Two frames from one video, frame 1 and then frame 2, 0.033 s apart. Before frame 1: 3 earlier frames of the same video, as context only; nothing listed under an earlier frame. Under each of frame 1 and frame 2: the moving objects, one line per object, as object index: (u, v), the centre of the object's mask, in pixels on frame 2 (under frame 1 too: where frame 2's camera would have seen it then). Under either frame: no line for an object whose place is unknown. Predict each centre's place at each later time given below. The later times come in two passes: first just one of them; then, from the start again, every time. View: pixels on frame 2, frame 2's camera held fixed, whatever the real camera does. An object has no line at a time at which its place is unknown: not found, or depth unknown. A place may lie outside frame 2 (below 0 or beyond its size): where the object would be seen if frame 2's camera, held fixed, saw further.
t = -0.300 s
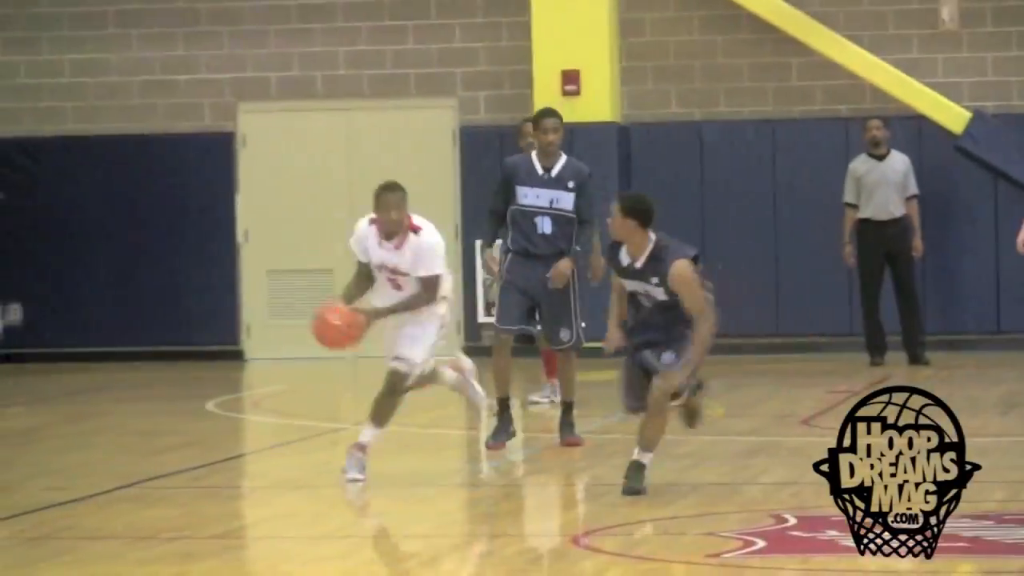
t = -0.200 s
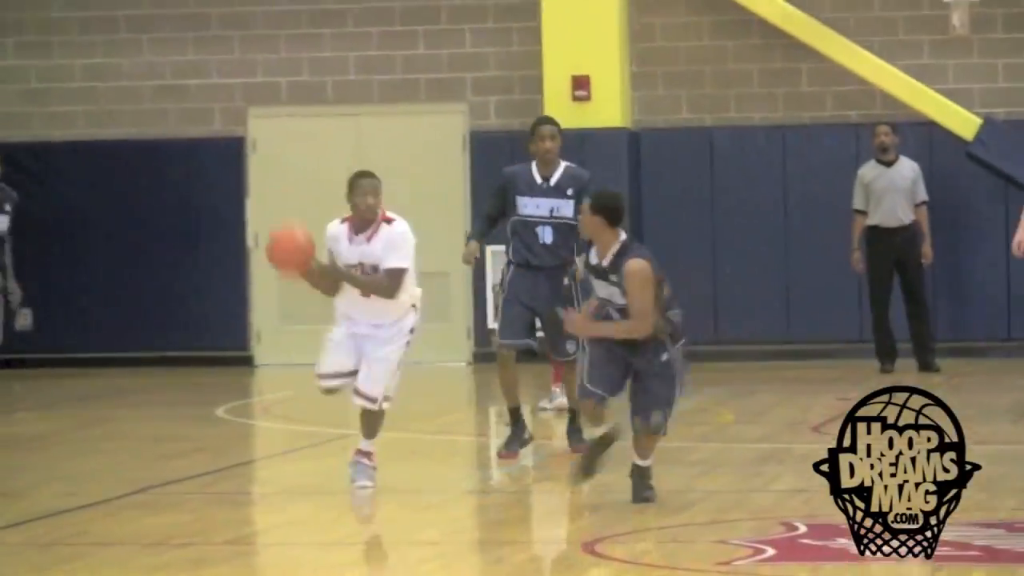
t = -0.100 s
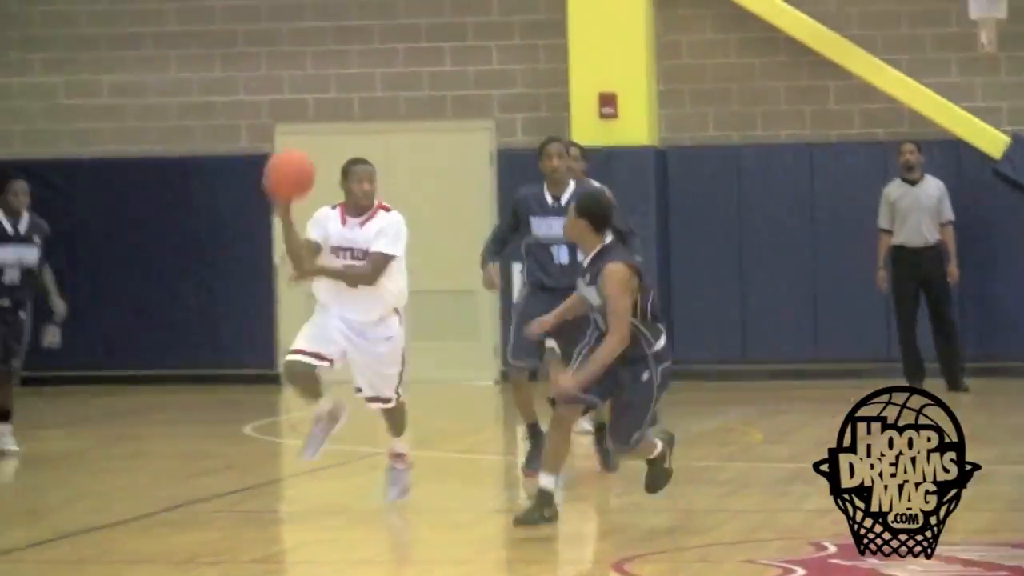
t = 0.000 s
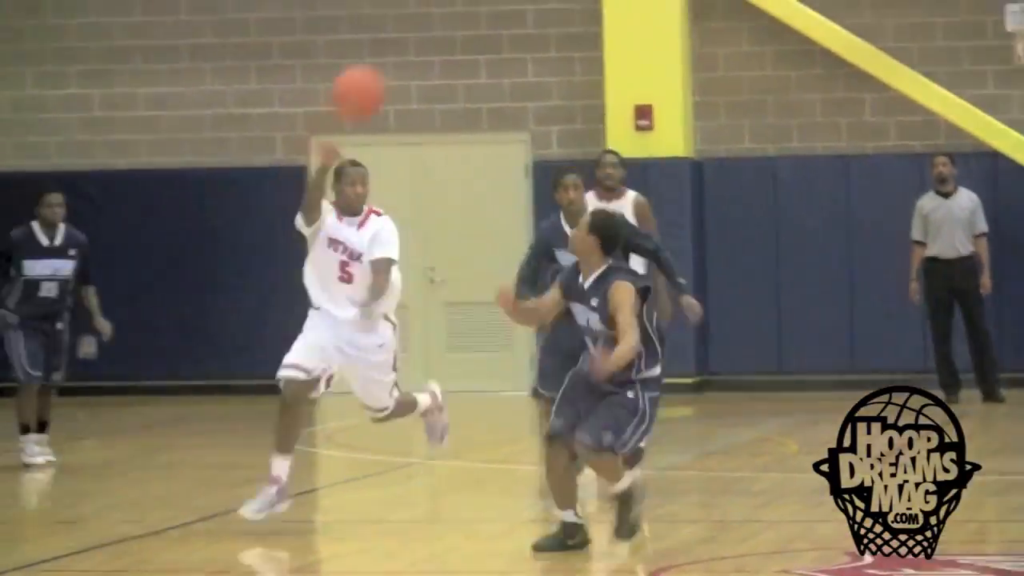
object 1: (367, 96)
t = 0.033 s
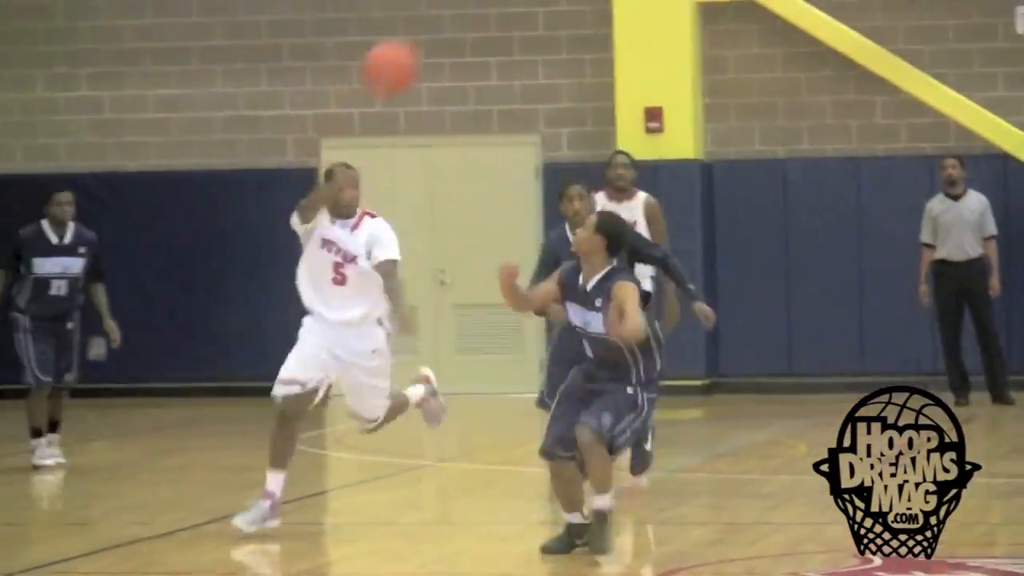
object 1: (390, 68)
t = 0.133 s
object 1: (468, 4)
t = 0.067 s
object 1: (418, 43)
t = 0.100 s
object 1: (440, 20)
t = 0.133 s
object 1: (468, 4)
